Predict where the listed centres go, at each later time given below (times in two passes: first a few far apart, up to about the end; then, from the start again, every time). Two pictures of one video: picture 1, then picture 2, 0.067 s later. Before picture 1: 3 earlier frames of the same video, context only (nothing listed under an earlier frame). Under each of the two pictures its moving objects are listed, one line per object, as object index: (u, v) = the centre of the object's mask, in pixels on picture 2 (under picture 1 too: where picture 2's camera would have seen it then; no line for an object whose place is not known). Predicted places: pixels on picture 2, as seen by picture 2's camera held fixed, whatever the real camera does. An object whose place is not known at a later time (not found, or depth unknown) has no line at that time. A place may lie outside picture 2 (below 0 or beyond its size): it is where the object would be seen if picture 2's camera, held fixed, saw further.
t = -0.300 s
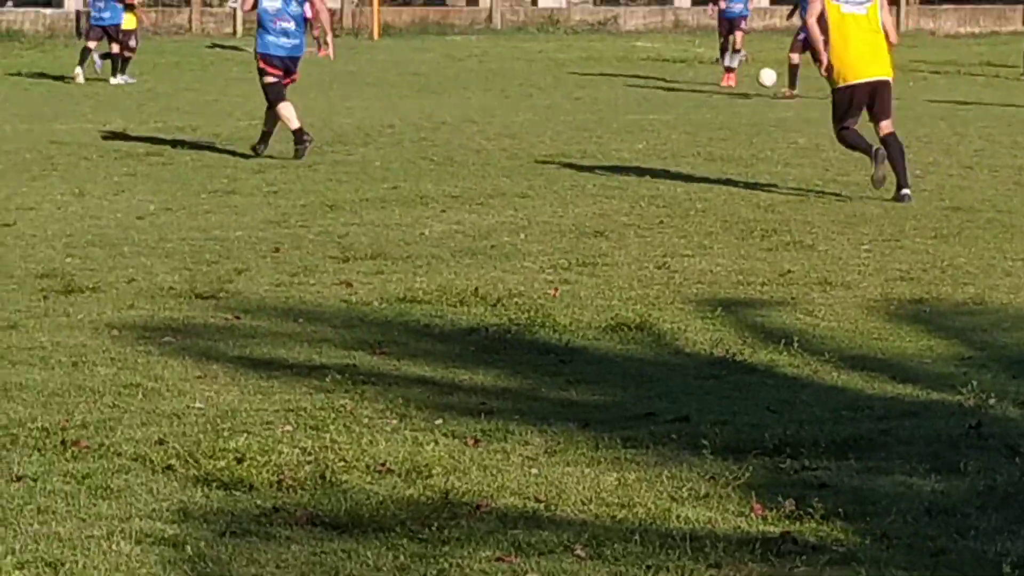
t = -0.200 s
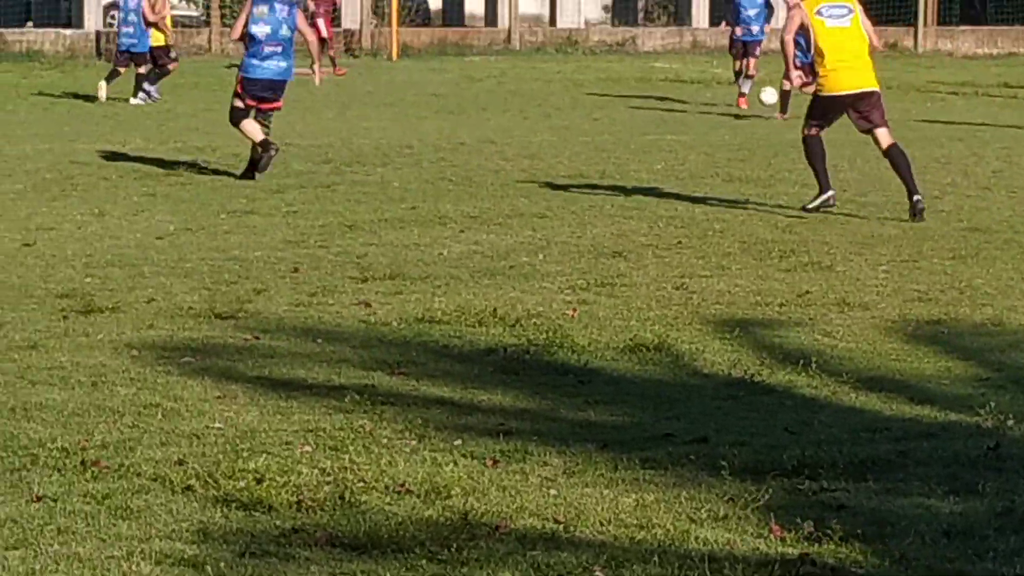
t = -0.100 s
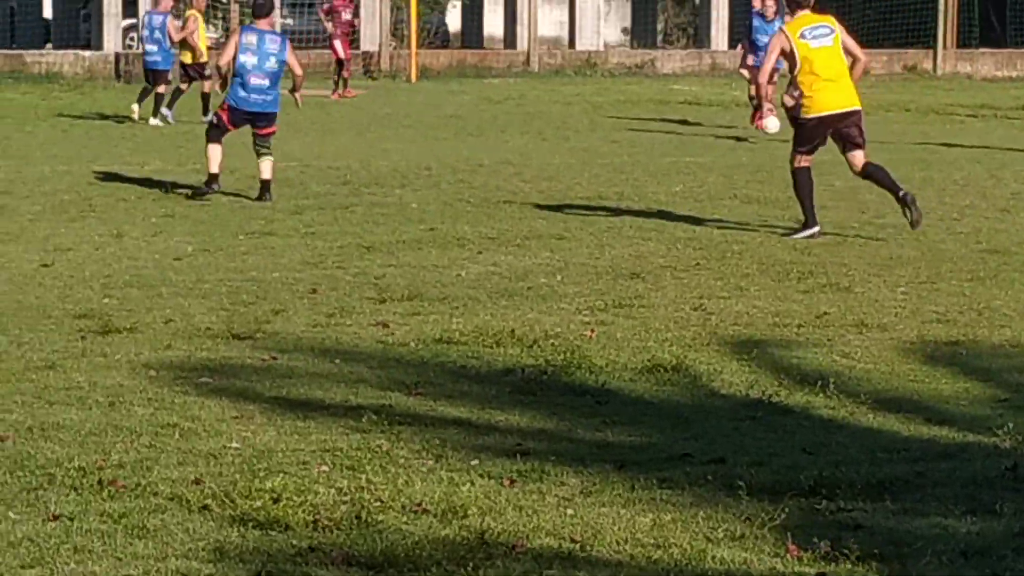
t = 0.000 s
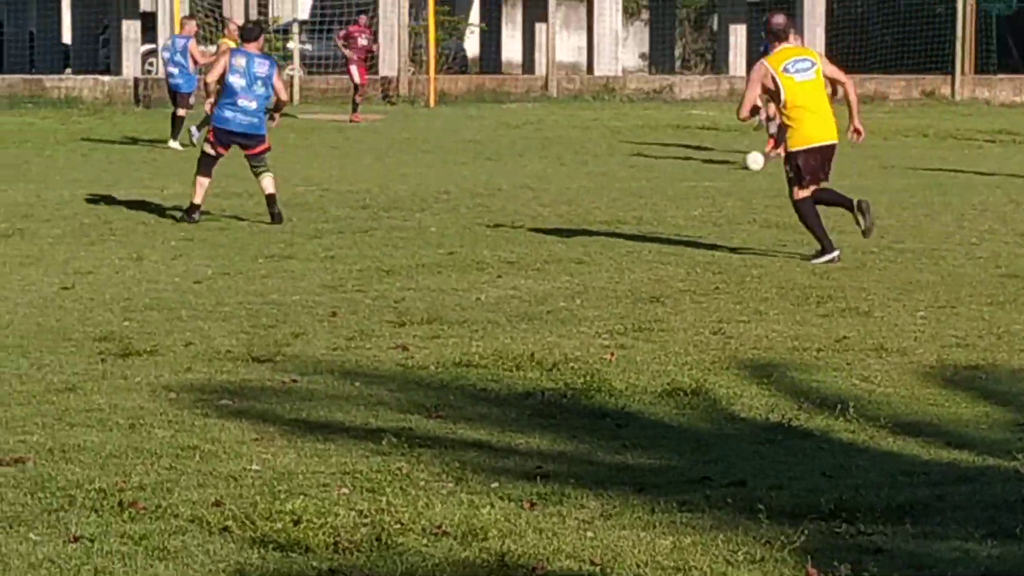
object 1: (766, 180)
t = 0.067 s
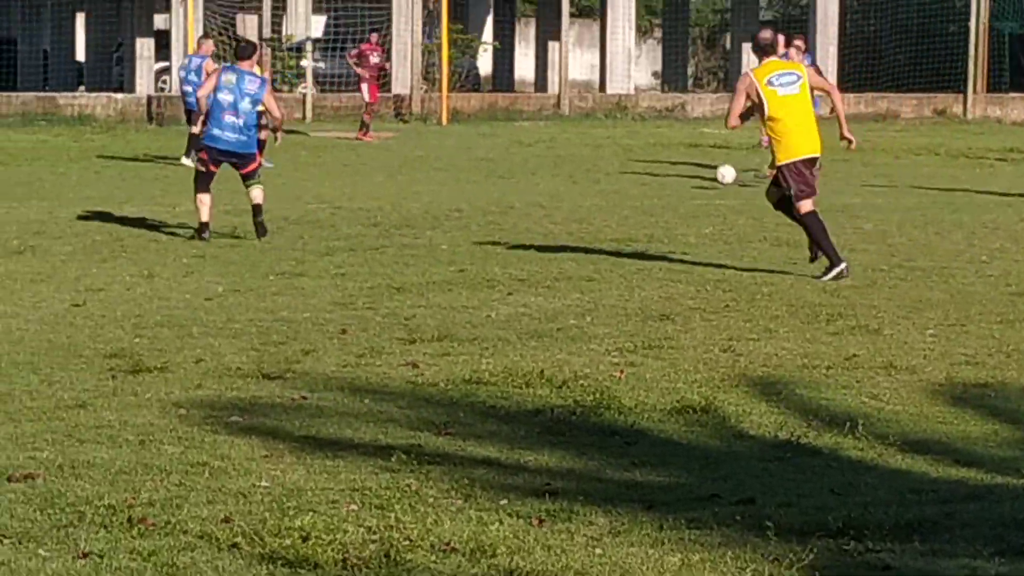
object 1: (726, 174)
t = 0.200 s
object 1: (646, 171)
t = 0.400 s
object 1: (527, 186)
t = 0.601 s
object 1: (418, 190)
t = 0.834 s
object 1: (303, 193)
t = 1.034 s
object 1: (208, 194)
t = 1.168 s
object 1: (142, 200)
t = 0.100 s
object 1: (706, 173)
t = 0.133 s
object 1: (686, 171)
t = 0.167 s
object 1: (667, 171)
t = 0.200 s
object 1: (646, 171)
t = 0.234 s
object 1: (626, 173)
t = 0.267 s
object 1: (606, 177)
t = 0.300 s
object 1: (585, 181)
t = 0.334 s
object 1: (564, 186)
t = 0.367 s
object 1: (545, 187)
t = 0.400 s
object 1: (527, 186)
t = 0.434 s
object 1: (508, 186)
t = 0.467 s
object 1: (490, 187)
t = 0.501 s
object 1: (472, 189)
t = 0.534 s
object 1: (453, 190)
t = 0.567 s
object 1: (435, 191)
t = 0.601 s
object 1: (418, 190)
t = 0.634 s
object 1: (402, 191)
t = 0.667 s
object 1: (385, 192)
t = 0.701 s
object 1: (368, 191)
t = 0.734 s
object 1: (352, 192)
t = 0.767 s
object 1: (336, 193)
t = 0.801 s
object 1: (320, 193)
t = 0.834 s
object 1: (303, 193)
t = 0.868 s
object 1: (288, 194)
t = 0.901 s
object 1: (272, 195)
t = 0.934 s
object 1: (256, 198)
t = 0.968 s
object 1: (239, 196)
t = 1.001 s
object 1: (224, 195)
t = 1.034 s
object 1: (208, 194)
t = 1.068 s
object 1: (191, 195)
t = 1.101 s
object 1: (175, 197)
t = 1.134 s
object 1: (159, 199)
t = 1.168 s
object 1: (142, 200)
